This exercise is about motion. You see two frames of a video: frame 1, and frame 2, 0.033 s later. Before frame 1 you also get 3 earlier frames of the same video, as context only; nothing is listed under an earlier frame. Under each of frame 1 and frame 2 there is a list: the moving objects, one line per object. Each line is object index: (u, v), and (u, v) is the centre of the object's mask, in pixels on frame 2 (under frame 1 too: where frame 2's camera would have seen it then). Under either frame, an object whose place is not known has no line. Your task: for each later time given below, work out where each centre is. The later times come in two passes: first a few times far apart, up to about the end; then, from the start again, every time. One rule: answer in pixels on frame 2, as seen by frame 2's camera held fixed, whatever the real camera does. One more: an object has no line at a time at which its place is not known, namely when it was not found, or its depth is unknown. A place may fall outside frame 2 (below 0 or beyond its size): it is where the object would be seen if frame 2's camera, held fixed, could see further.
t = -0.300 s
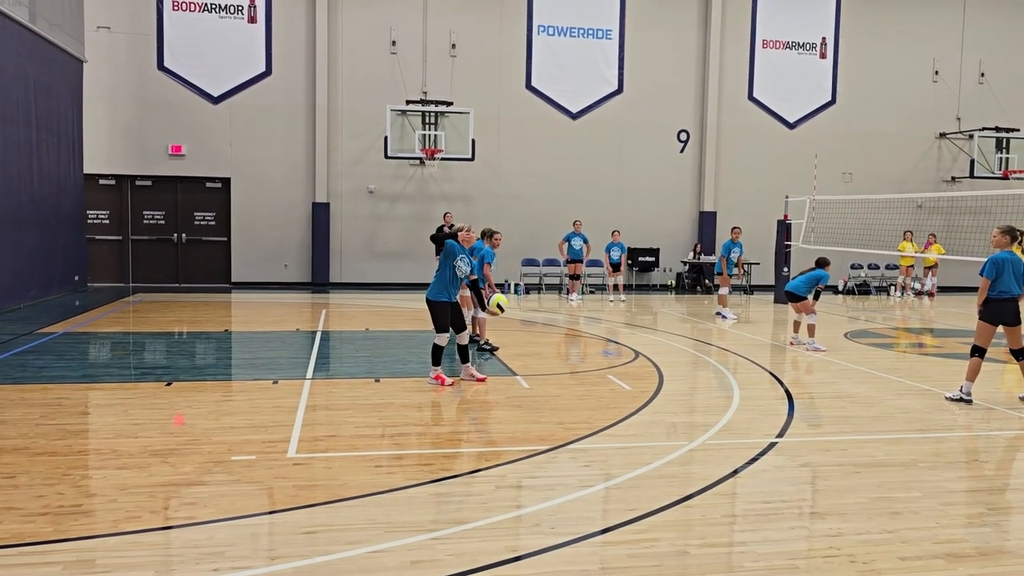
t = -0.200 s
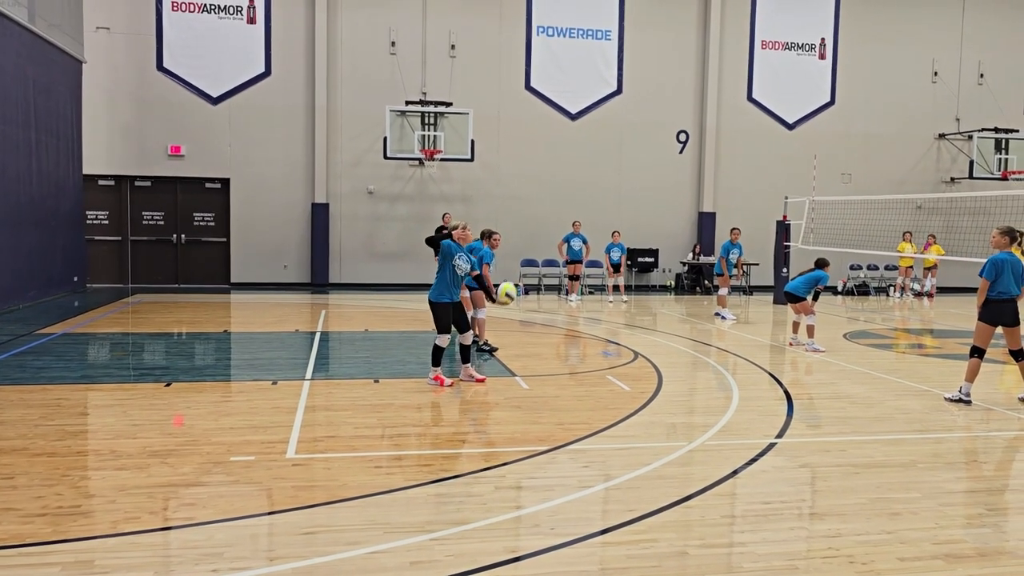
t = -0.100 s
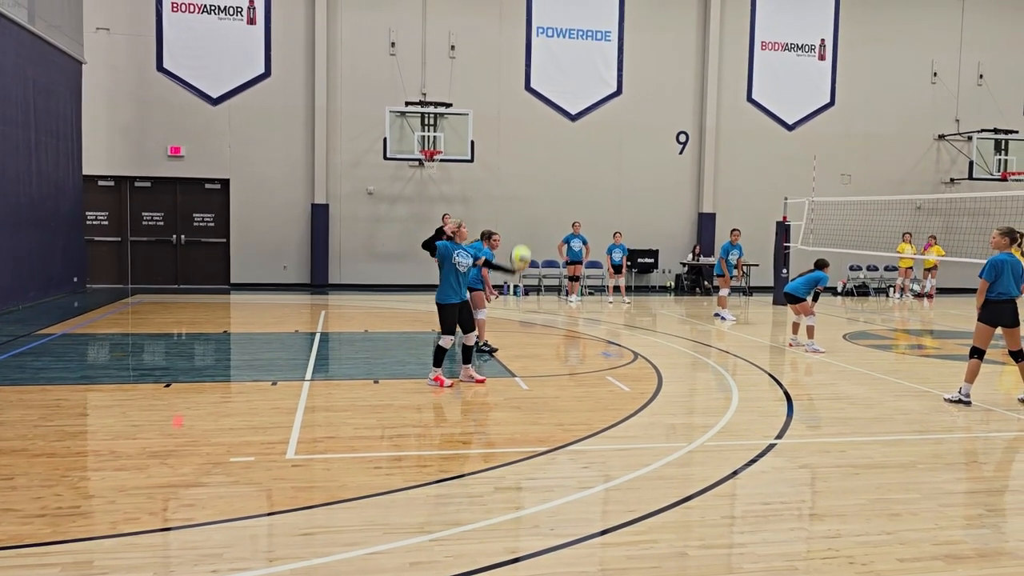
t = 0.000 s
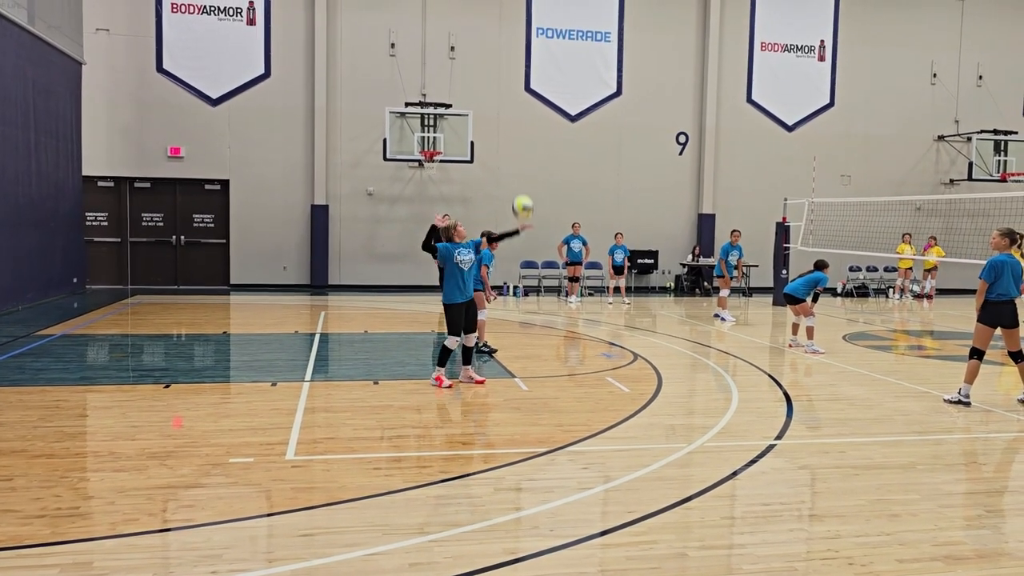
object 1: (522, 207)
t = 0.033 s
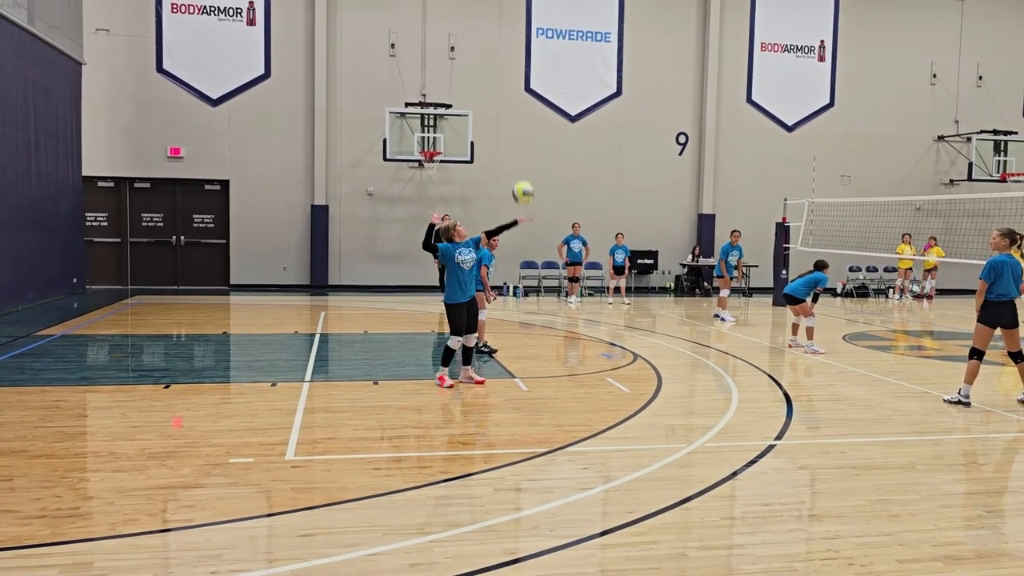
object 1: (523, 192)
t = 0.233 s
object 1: (523, 126)
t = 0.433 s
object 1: (521, 100)
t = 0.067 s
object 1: (523, 178)
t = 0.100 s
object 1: (523, 165)
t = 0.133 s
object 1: (523, 153)
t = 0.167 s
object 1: (523, 143)
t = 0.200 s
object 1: (523, 134)
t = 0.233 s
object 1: (523, 126)
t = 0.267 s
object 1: (522, 118)
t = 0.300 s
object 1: (522, 112)
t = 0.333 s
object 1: (522, 108)
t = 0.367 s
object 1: (522, 104)
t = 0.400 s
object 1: (522, 101)
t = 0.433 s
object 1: (521, 100)
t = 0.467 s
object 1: (521, 100)
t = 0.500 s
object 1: (521, 100)
